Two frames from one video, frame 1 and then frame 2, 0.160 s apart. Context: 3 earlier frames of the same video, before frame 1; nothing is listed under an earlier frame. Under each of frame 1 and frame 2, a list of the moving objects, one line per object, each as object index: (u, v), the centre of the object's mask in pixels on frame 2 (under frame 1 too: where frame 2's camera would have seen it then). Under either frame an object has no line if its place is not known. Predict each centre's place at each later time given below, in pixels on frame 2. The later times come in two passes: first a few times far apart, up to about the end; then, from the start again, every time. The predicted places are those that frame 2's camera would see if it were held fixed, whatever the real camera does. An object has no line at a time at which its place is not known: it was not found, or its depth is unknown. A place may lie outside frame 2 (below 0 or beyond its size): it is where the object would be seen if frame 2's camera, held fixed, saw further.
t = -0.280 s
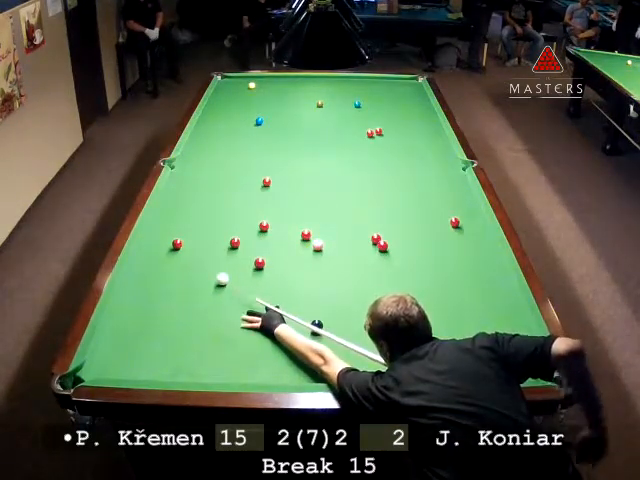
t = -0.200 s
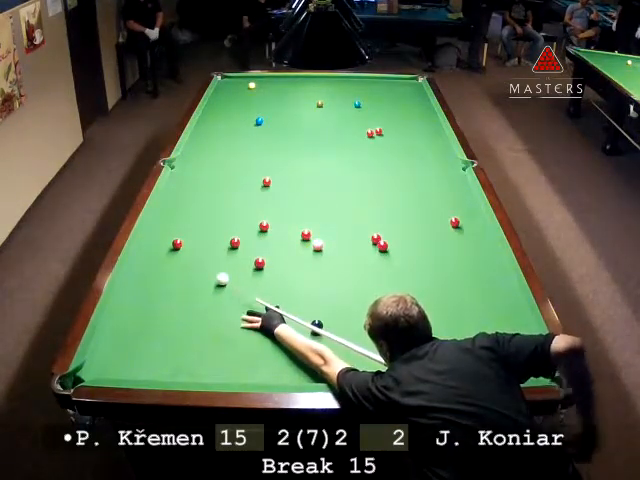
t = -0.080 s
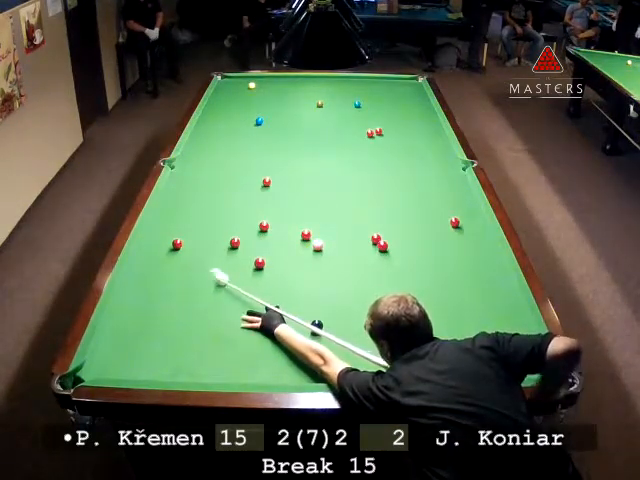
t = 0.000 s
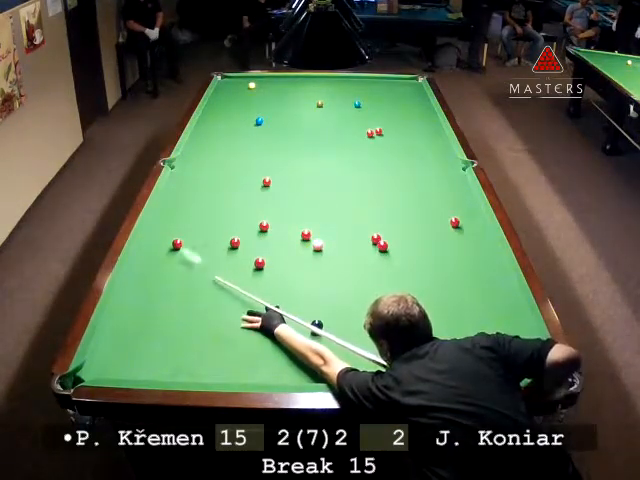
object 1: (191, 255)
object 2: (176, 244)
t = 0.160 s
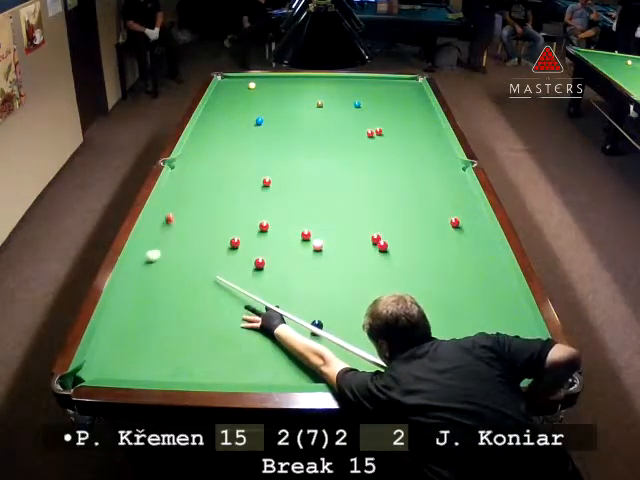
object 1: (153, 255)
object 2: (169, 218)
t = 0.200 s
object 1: (146, 257)
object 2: (167, 212)
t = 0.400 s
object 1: (141, 268)
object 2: (172, 187)
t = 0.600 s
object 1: (154, 281)
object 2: (189, 169)
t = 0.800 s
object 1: (167, 294)
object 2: (206, 152)
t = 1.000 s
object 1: (182, 307)
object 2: (220, 139)
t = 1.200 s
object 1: (197, 321)
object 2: (233, 125)
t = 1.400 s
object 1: (212, 335)
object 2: (244, 115)
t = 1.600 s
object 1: (228, 349)
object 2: (253, 106)
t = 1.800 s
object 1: (245, 365)
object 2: (264, 95)
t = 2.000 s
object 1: (260, 375)
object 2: (271, 87)
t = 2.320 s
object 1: (287, 364)
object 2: (284, 79)
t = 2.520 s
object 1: (299, 357)
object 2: (287, 83)
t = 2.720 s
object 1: (310, 350)
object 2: (290, 87)
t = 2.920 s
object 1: (320, 345)
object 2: (293, 92)
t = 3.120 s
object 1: (329, 340)
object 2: (297, 98)
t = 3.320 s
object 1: (336, 335)
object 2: (300, 102)
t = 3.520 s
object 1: (343, 332)
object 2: (304, 107)
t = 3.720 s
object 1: (348, 328)
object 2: (307, 112)
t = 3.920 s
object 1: (353, 326)
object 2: (310, 116)
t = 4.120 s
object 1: (357, 323)
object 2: (313, 121)
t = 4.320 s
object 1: (360, 322)
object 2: (316, 126)
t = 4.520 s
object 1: (363, 321)
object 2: (320, 131)
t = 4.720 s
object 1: (364, 320)
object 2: (323, 136)
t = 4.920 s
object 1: (365, 320)
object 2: (327, 140)
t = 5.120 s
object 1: (365, 320)
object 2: (330, 145)
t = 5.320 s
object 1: (365, 320)
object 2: (332, 149)
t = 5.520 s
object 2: (335, 153)
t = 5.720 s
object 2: (338, 157)
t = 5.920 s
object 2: (341, 161)
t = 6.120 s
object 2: (344, 165)
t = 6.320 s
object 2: (346, 168)
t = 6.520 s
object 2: (348, 171)
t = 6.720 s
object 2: (350, 174)
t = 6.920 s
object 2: (352, 177)
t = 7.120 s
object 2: (354, 179)
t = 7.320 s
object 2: (355, 181)
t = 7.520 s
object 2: (356, 182)
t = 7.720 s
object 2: (357, 183)
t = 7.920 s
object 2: (358, 185)
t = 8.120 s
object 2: (358, 185)
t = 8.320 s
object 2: (358, 185)
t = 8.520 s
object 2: (358, 185)
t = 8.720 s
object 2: (358, 185)
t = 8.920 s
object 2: (358, 185)
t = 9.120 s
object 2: (358, 185)
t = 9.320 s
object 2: (358, 185)
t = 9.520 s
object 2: (358, 185)
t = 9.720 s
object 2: (358, 185)
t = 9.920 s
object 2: (358, 185)
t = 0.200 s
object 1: (146, 257)
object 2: (167, 212)
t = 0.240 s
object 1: (140, 259)
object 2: (165, 206)
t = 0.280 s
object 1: (135, 261)
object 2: (164, 201)
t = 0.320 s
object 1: (135, 263)
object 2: (164, 196)
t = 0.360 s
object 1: (138, 266)
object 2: (168, 190)
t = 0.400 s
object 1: (141, 268)
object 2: (172, 187)
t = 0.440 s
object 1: (143, 271)
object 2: (175, 184)
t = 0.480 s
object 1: (146, 273)
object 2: (179, 180)
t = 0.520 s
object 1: (148, 276)
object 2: (183, 176)
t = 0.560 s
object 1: (151, 279)
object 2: (187, 172)
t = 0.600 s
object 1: (154, 281)
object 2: (189, 169)
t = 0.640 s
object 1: (156, 284)
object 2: (193, 165)
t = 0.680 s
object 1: (159, 286)
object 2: (197, 162)
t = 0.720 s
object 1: (162, 289)
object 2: (200, 159)
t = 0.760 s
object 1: (165, 291)
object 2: (203, 156)
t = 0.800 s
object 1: (167, 294)
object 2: (206, 152)
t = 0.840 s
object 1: (170, 297)
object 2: (209, 150)
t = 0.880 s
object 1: (173, 299)
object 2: (212, 146)
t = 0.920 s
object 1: (176, 302)
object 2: (214, 144)
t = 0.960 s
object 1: (179, 304)
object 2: (217, 141)
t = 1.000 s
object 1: (182, 307)
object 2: (220, 139)
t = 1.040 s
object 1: (185, 310)
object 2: (223, 136)
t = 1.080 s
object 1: (188, 313)
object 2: (226, 133)
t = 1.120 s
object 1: (191, 315)
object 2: (228, 131)
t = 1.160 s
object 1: (194, 318)
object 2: (231, 127)
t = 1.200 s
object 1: (197, 321)
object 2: (233, 125)
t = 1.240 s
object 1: (200, 323)
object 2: (235, 123)
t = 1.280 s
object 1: (203, 327)
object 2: (236, 121)
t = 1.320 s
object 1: (206, 329)
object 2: (240, 119)
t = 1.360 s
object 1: (209, 332)
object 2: (242, 116)
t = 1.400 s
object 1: (212, 335)
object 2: (244, 115)
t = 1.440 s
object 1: (215, 337)
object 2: (246, 113)
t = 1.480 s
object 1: (218, 340)
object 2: (248, 111)
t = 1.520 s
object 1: (221, 343)
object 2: (250, 109)
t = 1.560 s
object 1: (224, 346)
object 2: (252, 107)
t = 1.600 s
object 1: (228, 349)
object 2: (253, 106)
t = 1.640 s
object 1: (231, 351)
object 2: (255, 103)
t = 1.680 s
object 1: (234, 354)
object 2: (256, 102)
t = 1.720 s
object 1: (237, 357)
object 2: (259, 100)
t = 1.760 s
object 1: (240, 360)
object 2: (261, 99)
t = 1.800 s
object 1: (245, 365)
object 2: (264, 95)
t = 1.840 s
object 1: (247, 366)
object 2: (265, 94)
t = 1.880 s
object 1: (250, 369)
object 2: (267, 91)
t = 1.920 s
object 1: (254, 371)
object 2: (267, 91)
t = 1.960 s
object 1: (257, 373)
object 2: (269, 89)
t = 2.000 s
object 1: (260, 375)
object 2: (271, 87)
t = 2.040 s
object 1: (264, 377)
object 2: (273, 86)
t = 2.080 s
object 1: (266, 376)
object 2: (274, 85)
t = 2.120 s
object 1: (269, 374)
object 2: (274, 85)
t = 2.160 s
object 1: (272, 374)
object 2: (277, 82)
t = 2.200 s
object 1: (277, 370)
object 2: (280, 80)
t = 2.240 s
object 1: (282, 367)
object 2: (283, 76)
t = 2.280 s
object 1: (285, 366)
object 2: (283, 76)
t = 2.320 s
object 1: (287, 364)
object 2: (284, 79)
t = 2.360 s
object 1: (290, 363)
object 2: (284, 79)
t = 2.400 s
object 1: (292, 361)
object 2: (285, 80)
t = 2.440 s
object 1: (295, 359)
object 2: (285, 80)
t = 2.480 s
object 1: (297, 358)
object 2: (287, 83)
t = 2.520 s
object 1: (299, 357)
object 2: (287, 83)
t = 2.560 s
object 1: (302, 355)
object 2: (288, 83)
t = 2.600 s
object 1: (304, 354)
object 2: (288, 84)
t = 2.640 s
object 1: (306, 353)
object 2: (288, 84)
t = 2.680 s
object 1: (308, 351)
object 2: (290, 86)
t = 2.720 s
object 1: (310, 350)
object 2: (290, 87)
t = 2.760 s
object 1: (312, 349)
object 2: (291, 88)
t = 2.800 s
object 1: (314, 348)
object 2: (292, 89)
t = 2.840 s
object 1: (316, 347)
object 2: (292, 89)
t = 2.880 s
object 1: (318, 346)
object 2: (292, 91)
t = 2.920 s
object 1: (320, 345)
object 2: (293, 92)
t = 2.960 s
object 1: (322, 344)
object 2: (295, 93)
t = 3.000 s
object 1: (324, 343)
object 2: (295, 94)
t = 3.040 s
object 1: (325, 342)
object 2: (296, 95)
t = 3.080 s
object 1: (327, 341)
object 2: (296, 96)
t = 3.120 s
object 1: (329, 340)
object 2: (297, 98)
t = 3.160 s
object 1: (330, 339)
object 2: (298, 98)
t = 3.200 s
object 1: (332, 338)
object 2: (298, 99)
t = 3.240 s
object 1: (333, 337)
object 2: (299, 100)
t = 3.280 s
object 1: (335, 336)
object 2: (300, 101)
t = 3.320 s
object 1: (336, 335)
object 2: (300, 102)
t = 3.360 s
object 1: (338, 334)
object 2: (300, 102)
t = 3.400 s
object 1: (339, 334)
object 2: (300, 102)
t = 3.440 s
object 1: (340, 333)
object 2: (302, 104)
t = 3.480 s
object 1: (342, 332)
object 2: (306, 110)
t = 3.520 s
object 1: (343, 332)
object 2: (304, 107)
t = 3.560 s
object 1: (344, 331)
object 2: (304, 107)
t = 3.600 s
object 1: (345, 330)
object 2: (305, 108)
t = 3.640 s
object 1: (346, 330)
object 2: (306, 110)
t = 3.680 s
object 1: (347, 329)
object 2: (306, 111)
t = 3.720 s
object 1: (348, 328)
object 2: (307, 112)
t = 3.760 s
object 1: (350, 328)
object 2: (308, 113)
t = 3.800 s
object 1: (351, 327)
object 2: (308, 114)
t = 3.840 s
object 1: (351, 327)
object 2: (309, 115)
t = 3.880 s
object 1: (352, 326)
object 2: (309, 116)
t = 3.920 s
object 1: (353, 326)
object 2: (310, 116)
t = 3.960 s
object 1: (354, 325)
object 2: (311, 117)
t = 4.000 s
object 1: (355, 325)
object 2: (311, 119)
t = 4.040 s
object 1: (356, 324)
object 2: (312, 120)
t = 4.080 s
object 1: (356, 324)
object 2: (313, 120)
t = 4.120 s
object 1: (357, 323)
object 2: (313, 121)
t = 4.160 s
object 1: (358, 323)
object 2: (314, 122)
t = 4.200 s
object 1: (359, 323)
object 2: (315, 123)
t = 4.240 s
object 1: (359, 322)
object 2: (315, 124)
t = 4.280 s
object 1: (360, 322)
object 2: (316, 125)
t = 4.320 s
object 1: (360, 322)
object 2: (316, 126)
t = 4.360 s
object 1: (361, 322)
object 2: (317, 127)
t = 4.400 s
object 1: (361, 321)
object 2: (318, 128)
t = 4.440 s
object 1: (362, 321)
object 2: (318, 129)
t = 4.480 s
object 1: (362, 321)
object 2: (319, 130)
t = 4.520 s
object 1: (363, 321)
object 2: (320, 131)
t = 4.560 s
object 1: (363, 321)
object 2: (320, 132)
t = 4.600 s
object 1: (364, 321)
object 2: (321, 133)
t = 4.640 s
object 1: (364, 320)
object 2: (322, 133)
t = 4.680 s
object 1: (364, 320)
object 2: (323, 134)
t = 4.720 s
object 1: (364, 320)
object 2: (323, 136)
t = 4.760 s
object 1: (365, 320)
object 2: (324, 136)
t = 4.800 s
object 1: (365, 320)
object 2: (324, 137)
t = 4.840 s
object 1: (365, 320)
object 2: (325, 138)
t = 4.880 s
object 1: (365, 320)
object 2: (326, 139)
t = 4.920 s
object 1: (365, 320)
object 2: (327, 140)
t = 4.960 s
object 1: (365, 320)
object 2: (327, 141)
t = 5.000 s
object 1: (365, 320)
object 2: (328, 142)
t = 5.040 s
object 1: (365, 320)
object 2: (328, 143)
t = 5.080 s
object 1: (365, 320)
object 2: (329, 144)
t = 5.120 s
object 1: (365, 320)
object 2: (330, 145)
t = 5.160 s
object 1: (365, 320)
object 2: (330, 146)
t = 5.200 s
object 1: (365, 320)
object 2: (330, 147)
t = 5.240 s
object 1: (365, 320)
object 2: (331, 147)
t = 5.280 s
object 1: (365, 320)
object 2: (332, 148)
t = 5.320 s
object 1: (365, 320)
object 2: (332, 149)
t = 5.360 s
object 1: (365, 320)
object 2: (333, 150)
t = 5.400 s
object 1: (365, 320)
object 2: (333, 151)
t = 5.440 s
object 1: (365, 320)
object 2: (334, 152)
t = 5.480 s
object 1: (365, 320)
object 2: (335, 153)
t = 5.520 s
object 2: (335, 153)
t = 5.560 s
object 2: (336, 154)
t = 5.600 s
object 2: (336, 155)
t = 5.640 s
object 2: (337, 156)
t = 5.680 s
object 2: (338, 157)
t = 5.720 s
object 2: (338, 157)
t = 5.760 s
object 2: (339, 158)
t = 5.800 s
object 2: (340, 159)
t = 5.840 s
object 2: (340, 160)
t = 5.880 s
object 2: (341, 160)
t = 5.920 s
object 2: (341, 161)
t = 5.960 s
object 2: (341, 162)
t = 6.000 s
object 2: (342, 163)
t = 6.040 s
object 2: (343, 163)
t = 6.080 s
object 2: (343, 164)
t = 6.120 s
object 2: (344, 165)
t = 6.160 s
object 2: (344, 165)
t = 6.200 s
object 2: (345, 166)
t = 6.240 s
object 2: (345, 167)
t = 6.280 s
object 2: (345, 167)
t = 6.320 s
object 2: (346, 168)
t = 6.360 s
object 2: (346, 168)
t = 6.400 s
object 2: (347, 169)
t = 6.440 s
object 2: (347, 170)
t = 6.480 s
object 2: (348, 171)
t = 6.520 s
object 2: (348, 171)
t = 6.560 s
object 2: (348, 172)
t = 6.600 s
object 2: (349, 172)
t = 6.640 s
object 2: (350, 173)
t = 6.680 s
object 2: (350, 173)
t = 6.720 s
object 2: (350, 174)
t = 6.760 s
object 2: (351, 175)
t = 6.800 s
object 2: (351, 175)
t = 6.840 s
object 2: (352, 176)
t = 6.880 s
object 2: (352, 176)
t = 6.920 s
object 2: (352, 177)
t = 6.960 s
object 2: (352, 177)
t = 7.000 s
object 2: (353, 178)
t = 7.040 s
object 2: (353, 178)
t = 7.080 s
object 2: (353, 178)
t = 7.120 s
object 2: (354, 179)
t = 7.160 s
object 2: (354, 179)
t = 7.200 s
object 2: (354, 179)
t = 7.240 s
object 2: (354, 180)
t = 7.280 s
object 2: (354, 180)
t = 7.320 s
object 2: (355, 181)
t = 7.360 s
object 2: (355, 181)
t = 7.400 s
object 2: (356, 181)
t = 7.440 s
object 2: (356, 182)
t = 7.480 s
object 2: (356, 182)
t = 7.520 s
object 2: (356, 182)
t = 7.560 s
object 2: (357, 183)
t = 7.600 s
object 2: (357, 183)
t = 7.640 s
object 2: (357, 183)
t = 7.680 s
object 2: (357, 183)
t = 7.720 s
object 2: (357, 183)
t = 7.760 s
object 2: (357, 183)
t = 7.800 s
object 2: (357, 184)
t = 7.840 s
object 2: (357, 184)
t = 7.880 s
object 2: (358, 185)
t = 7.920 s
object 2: (358, 185)
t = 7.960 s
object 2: (358, 184)
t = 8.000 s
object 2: (358, 184)
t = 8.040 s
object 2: (358, 185)
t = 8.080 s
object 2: (358, 185)
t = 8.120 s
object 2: (358, 185)
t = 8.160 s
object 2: (358, 185)
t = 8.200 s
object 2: (358, 185)
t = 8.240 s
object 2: (358, 185)
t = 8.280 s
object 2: (358, 185)
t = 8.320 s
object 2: (358, 185)
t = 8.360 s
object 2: (358, 185)
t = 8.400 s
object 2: (358, 185)
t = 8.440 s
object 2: (358, 185)
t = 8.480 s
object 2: (358, 185)
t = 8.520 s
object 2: (358, 185)
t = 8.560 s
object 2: (358, 185)
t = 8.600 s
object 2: (358, 185)
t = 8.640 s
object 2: (358, 185)
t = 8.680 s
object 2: (358, 185)
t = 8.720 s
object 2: (358, 185)
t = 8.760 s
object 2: (358, 185)
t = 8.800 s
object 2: (358, 185)
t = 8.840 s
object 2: (358, 185)
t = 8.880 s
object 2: (358, 185)
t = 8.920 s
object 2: (358, 185)
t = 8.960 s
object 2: (358, 185)
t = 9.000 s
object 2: (358, 185)
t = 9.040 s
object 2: (358, 185)
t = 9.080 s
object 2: (358, 185)
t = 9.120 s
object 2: (358, 185)
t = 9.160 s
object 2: (358, 185)
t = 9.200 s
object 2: (358, 185)
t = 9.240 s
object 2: (358, 185)
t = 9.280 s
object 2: (358, 185)
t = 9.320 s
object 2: (358, 185)
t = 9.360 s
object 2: (358, 185)
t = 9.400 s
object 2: (358, 185)
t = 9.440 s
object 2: (358, 185)
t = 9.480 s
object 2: (358, 185)
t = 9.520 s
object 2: (358, 185)
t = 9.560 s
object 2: (358, 185)
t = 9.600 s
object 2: (358, 185)
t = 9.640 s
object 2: (358, 185)
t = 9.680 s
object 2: (358, 185)
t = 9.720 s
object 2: (358, 185)
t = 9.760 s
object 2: (358, 185)
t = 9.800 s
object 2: (358, 185)
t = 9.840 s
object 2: (358, 185)
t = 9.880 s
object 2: (358, 185)
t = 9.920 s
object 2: (358, 185)
